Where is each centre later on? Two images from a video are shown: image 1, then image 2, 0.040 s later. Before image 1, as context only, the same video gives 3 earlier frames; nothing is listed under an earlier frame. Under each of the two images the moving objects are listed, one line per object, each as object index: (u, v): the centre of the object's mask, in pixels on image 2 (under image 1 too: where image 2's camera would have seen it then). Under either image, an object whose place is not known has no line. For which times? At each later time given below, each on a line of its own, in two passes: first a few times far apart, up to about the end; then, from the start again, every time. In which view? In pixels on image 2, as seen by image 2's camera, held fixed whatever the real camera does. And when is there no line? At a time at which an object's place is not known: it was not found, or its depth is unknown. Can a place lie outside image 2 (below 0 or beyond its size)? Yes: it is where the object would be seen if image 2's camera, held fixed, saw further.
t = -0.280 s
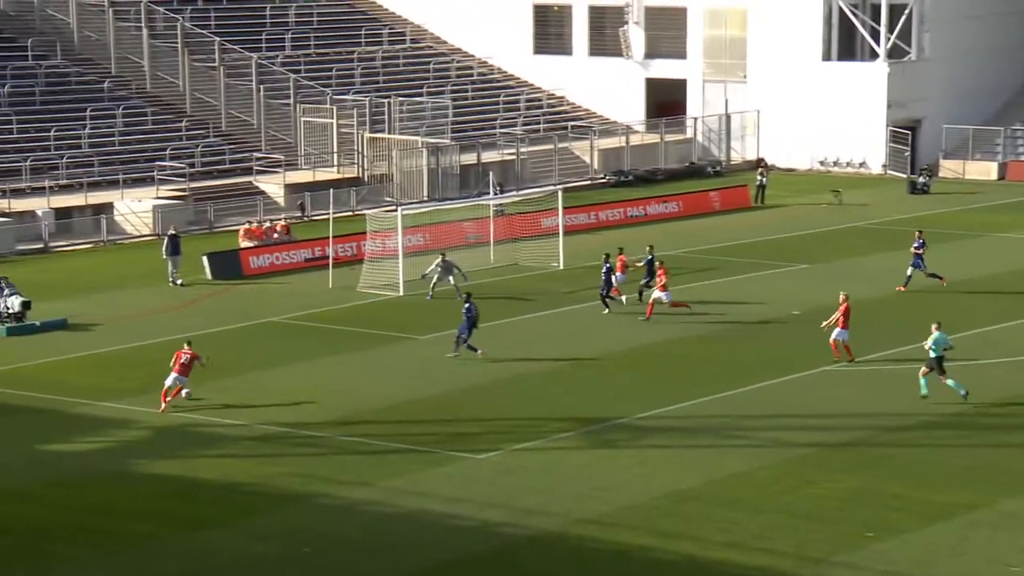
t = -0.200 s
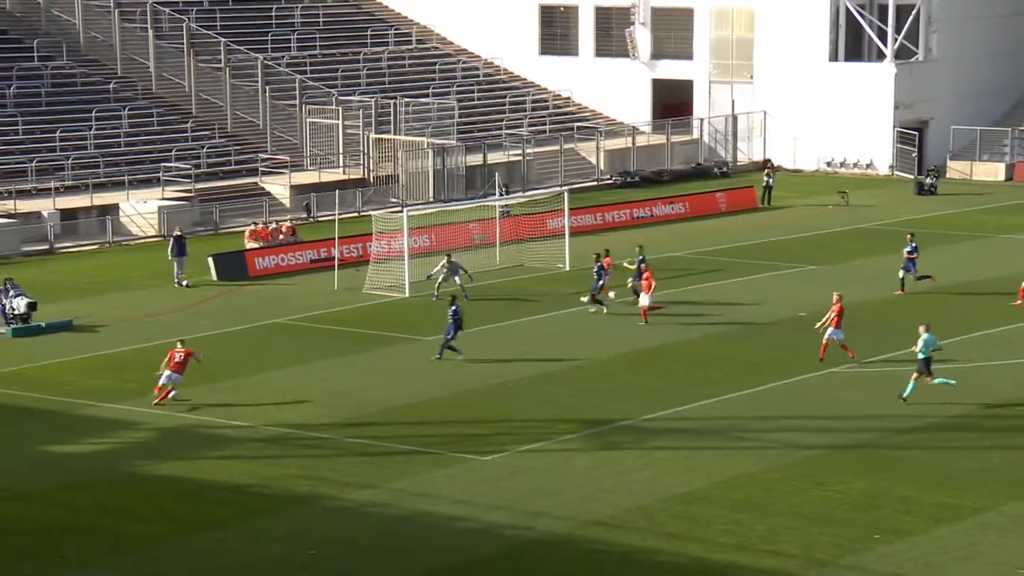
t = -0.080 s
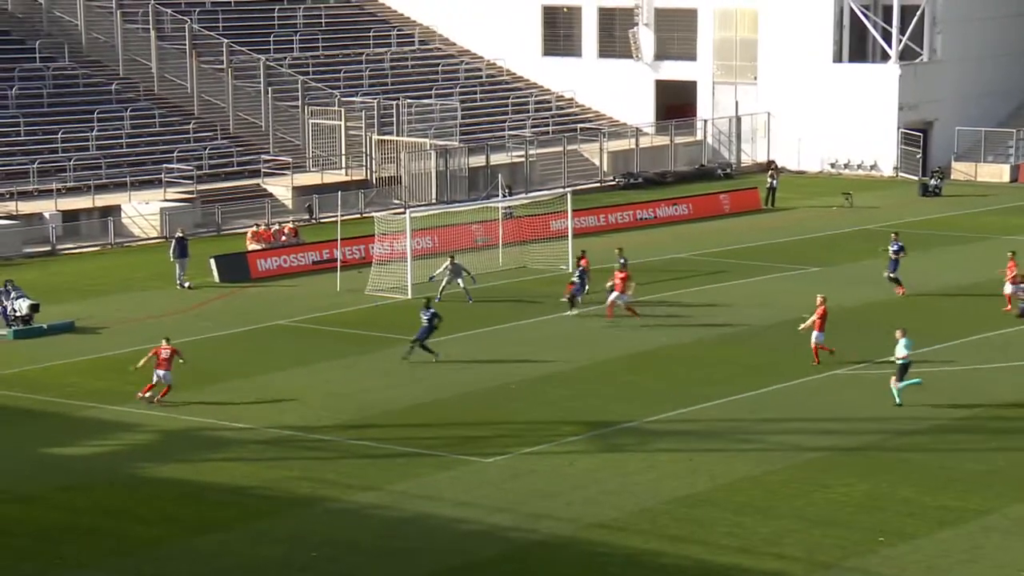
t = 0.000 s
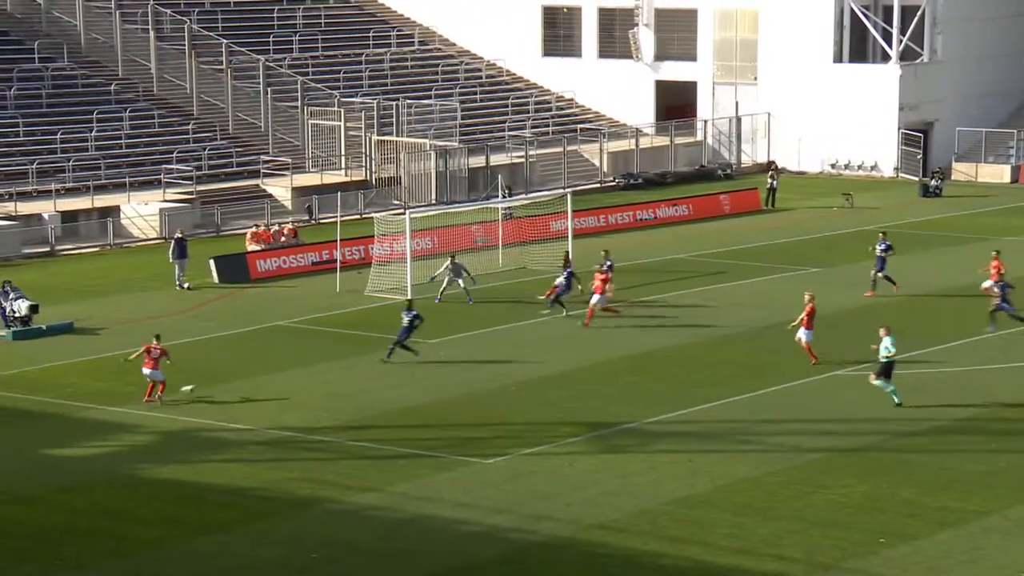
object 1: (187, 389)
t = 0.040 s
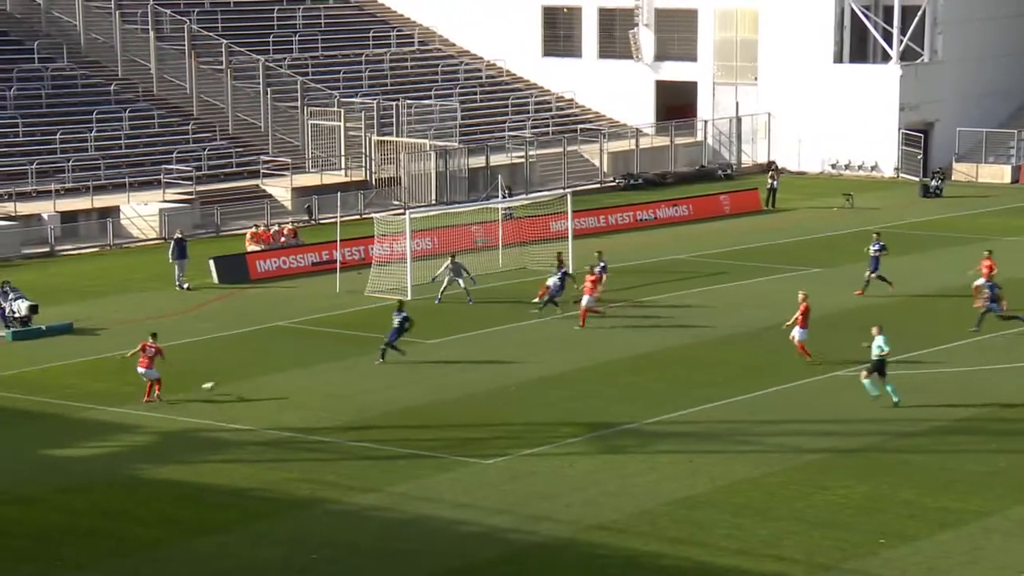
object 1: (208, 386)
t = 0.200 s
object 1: (289, 376)
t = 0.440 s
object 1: (398, 366)
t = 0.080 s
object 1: (228, 383)
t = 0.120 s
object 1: (250, 379)
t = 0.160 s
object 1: (270, 378)
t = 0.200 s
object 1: (289, 376)
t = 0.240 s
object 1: (310, 375)
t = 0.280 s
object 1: (329, 376)
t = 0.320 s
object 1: (347, 373)
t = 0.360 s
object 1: (364, 370)
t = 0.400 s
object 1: (381, 368)
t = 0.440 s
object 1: (398, 366)
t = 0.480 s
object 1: (414, 365)
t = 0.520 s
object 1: (430, 364)
